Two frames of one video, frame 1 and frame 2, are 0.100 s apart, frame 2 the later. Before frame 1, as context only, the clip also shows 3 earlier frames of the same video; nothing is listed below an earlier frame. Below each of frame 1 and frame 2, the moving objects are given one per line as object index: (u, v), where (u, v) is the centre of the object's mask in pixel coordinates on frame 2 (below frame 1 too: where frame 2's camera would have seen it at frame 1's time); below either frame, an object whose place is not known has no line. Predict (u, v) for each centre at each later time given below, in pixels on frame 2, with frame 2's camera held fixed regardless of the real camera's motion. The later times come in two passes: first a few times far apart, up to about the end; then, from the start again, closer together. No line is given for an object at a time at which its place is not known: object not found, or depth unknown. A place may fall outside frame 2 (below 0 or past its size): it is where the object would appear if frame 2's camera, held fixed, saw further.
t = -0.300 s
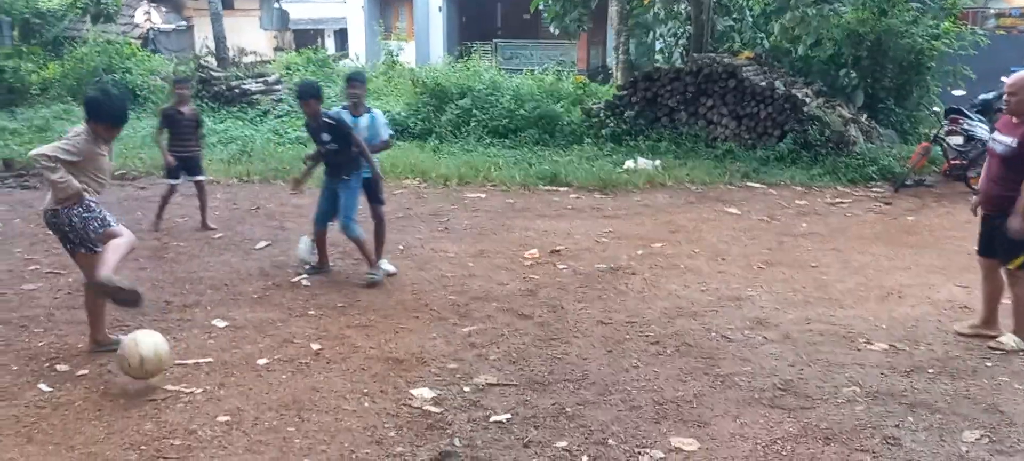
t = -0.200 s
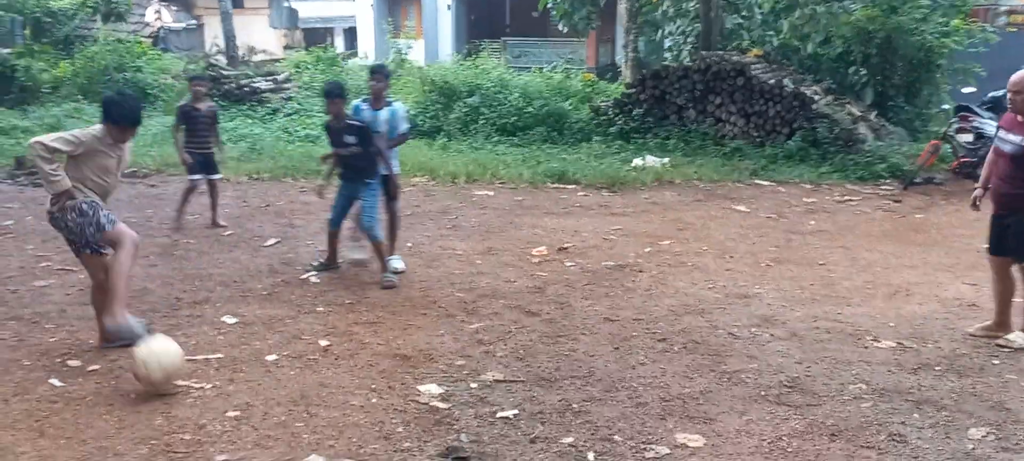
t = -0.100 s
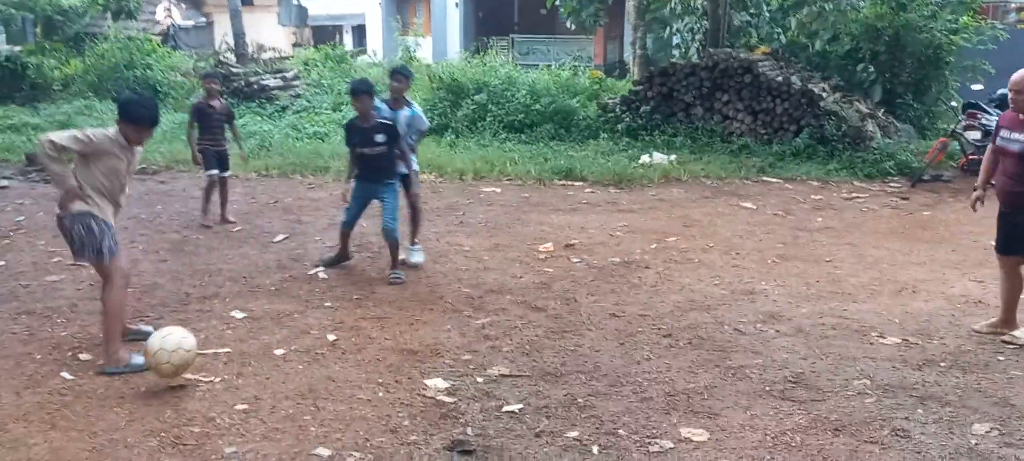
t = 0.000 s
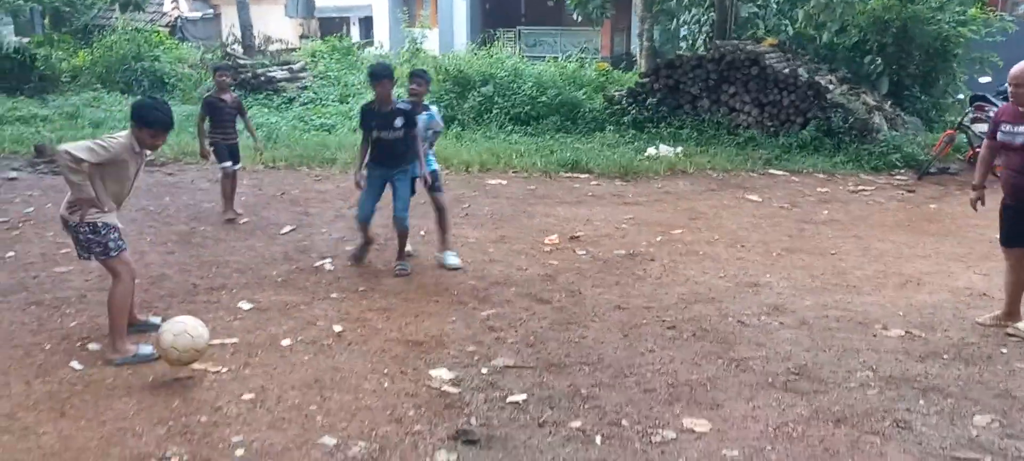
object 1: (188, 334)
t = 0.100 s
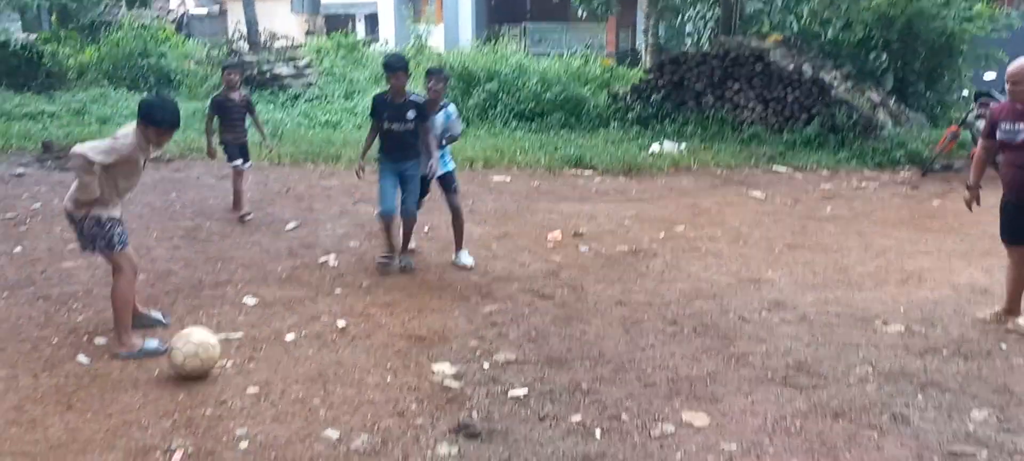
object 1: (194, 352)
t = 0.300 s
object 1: (209, 348)
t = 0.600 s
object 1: (228, 347)
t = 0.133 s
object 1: (196, 348)
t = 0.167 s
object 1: (199, 342)
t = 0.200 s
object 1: (201, 340)
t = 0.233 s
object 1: (203, 342)
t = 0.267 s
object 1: (206, 344)
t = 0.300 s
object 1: (209, 348)
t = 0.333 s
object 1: (213, 352)
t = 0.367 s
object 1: (213, 347)
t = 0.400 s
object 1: (215, 345)
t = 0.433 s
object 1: (216, 345)
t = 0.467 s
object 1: (219, 346)
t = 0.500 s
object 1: (221, 350)
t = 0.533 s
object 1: (224, 351)
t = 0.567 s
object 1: (226, 348)
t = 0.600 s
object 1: (228, 347)
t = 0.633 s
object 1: (231, 349)
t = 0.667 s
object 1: (234, 348)
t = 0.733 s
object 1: (238, 345)
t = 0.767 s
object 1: (240, 346)
